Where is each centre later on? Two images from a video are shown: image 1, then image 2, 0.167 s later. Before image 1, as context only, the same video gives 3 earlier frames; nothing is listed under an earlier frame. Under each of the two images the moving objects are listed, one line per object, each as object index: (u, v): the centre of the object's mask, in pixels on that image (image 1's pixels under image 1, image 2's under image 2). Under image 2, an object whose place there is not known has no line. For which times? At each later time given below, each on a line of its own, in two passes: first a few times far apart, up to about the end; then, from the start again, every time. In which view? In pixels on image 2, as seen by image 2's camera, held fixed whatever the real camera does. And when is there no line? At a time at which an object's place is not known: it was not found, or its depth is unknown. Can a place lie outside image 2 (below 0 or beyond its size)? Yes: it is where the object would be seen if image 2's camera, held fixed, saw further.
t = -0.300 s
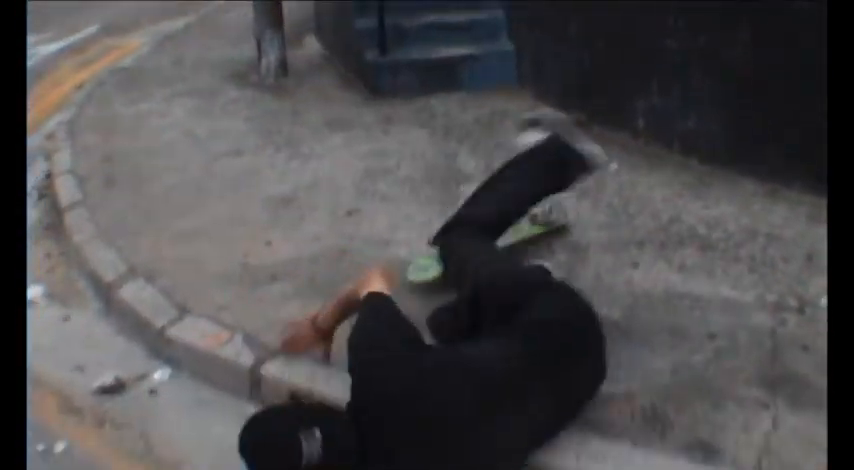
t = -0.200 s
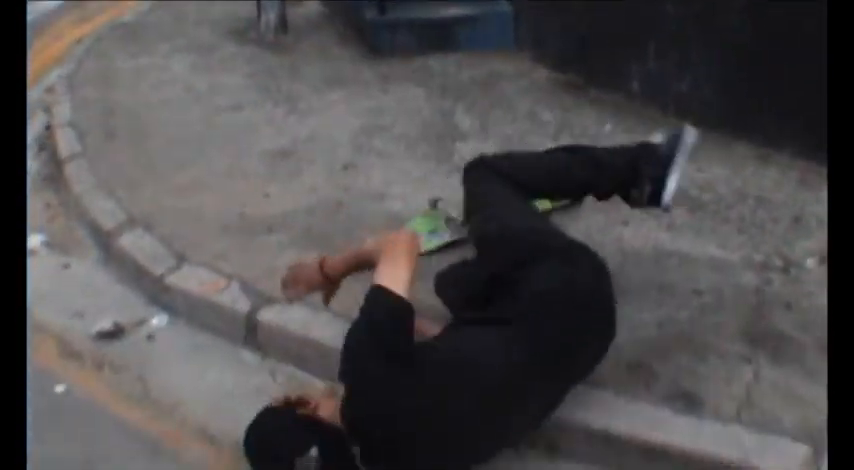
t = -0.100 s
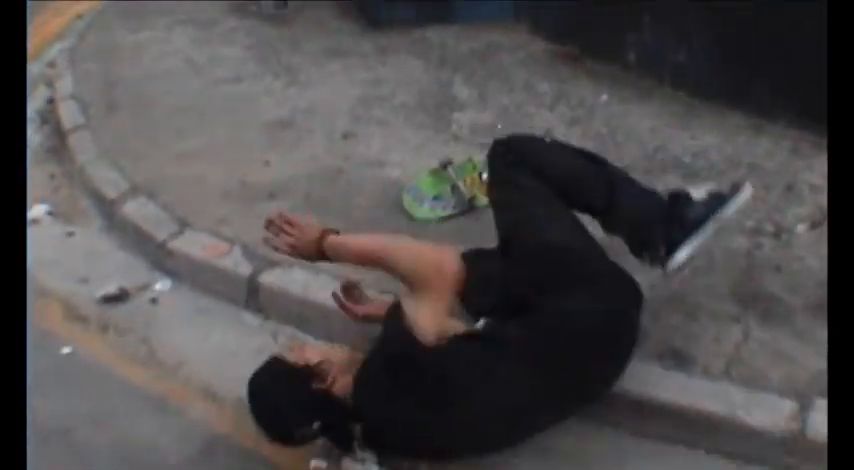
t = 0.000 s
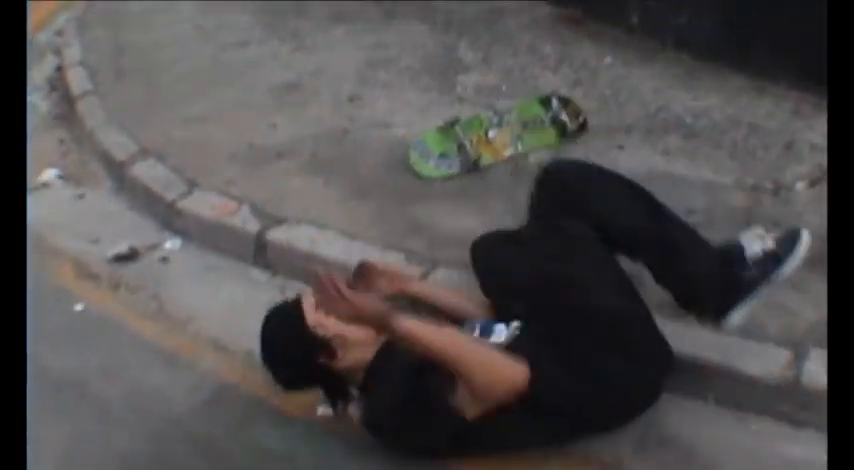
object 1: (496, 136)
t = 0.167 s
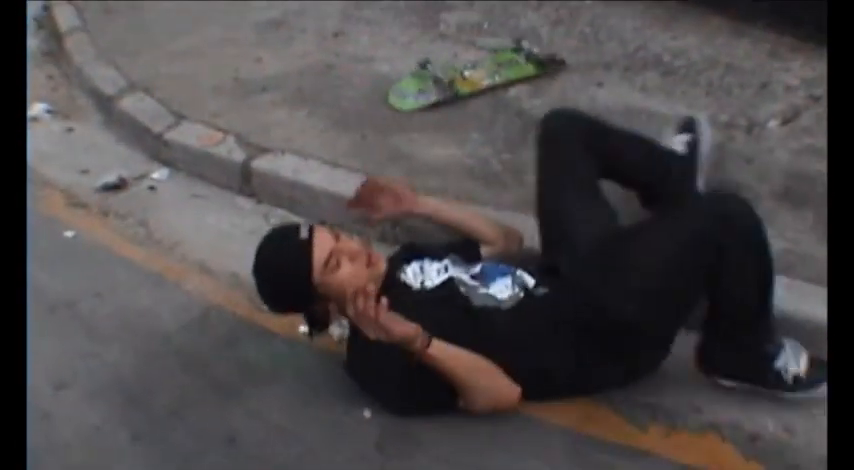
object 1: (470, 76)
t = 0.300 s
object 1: (474, 61)
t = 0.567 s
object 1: (471, 76)
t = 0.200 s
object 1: (472, 72)
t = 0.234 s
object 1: (473, 66)
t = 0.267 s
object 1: (473, 63)
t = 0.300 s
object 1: (474, 61)
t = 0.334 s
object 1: (474, 62)
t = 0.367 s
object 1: (474, 62)
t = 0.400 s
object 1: (474, 63)
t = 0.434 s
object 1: (471, 67)
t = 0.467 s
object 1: (472, 66)
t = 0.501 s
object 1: (470, 74)
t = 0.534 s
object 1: (471, 76)
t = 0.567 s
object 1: (471, 76)
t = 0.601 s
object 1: (472, 75)
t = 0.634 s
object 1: (473, 74)
